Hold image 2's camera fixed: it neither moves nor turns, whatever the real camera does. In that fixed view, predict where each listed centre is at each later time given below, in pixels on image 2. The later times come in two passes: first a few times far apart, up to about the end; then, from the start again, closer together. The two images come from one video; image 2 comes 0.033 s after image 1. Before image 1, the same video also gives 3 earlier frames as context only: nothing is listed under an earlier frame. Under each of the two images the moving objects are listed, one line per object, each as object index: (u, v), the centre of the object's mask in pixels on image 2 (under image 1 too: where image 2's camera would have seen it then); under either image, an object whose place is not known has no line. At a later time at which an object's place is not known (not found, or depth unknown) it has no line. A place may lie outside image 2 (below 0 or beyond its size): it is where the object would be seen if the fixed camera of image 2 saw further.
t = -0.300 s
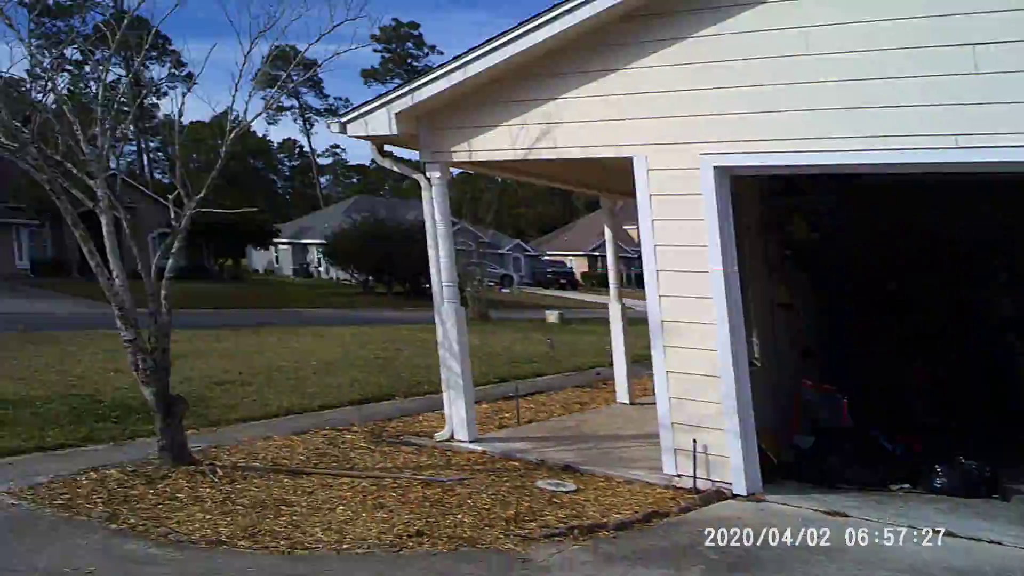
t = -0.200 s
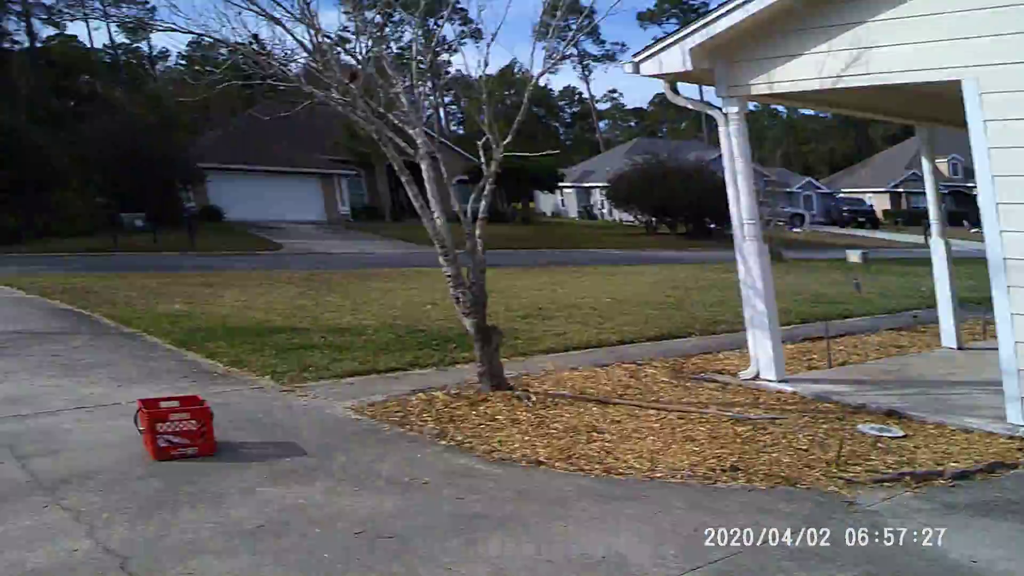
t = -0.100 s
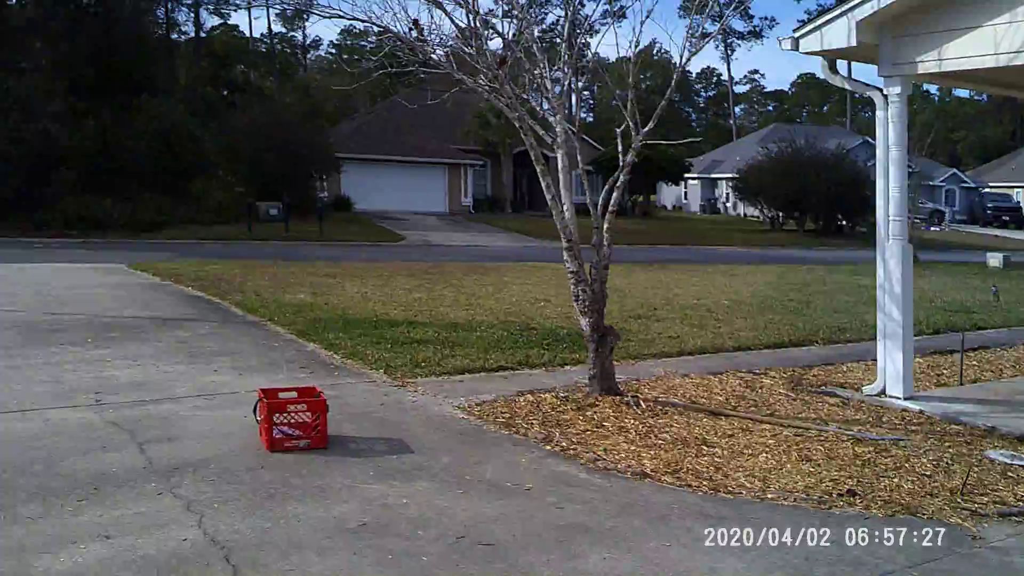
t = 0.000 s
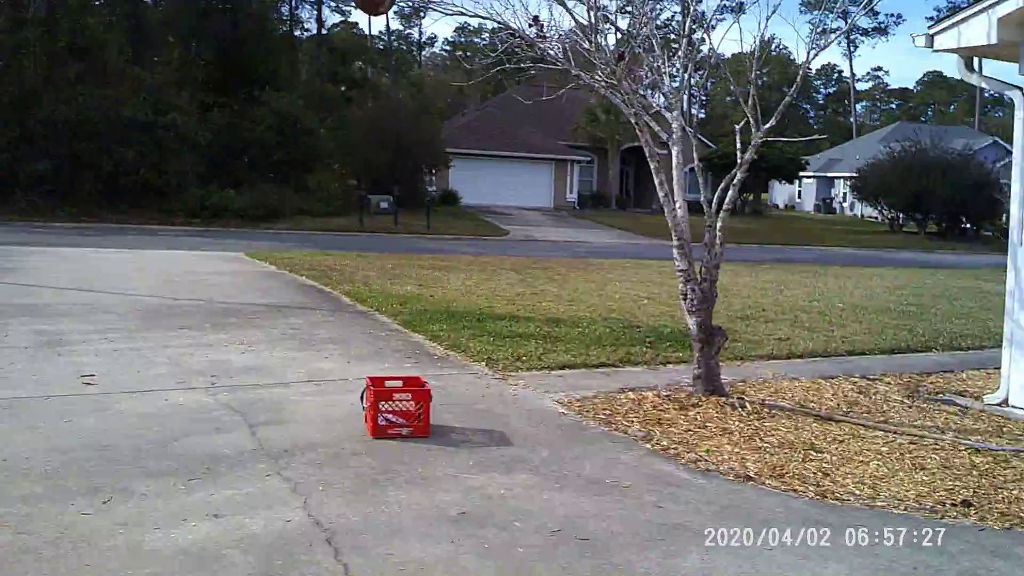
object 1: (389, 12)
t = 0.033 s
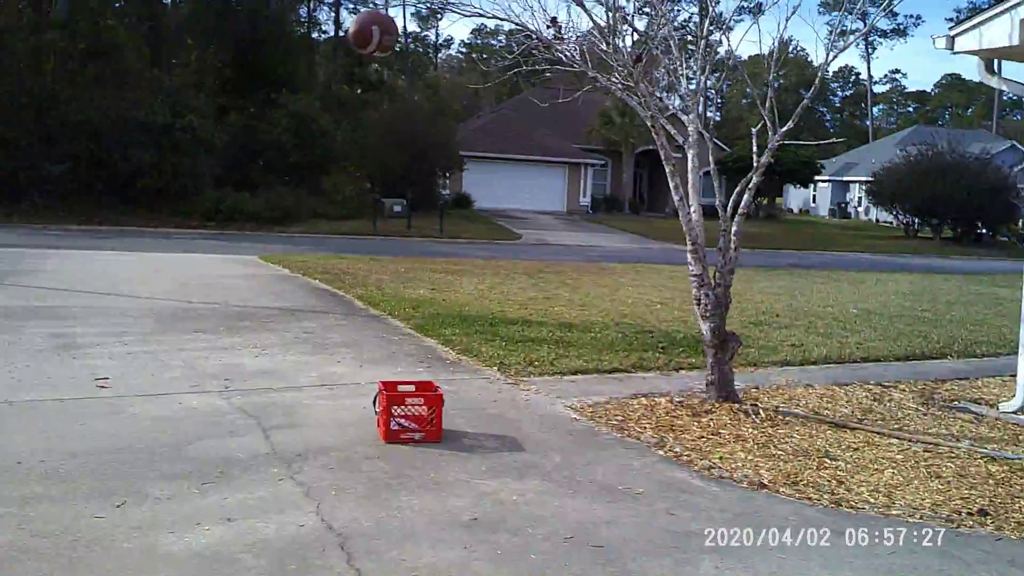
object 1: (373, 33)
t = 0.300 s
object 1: (280, 298)
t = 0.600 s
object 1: (269, 242)
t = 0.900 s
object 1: (280, 134)
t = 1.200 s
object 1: (286, 159)
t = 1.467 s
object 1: (291, 311)
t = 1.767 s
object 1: (272, 368)
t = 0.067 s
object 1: (352, 74)
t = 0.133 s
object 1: (326, 144)
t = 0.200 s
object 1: (308, 208)
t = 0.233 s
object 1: (299, 239)
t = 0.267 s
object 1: (289, 269)
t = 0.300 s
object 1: (280, 298)
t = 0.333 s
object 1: (273, 325)
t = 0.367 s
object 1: (266, 352)
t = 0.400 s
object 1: (261, 377)
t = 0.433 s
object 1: (262, 353)
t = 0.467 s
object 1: (263, 329)
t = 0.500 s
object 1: (264, 306)
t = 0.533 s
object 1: (264, 284)
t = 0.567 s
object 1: (268, 263)
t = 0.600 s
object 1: (269, 242)
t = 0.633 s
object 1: (271, 225)
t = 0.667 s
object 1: (271, 209)
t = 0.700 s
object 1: (271, 193)
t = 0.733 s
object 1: (272, 179)
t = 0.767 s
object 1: (274, 168)
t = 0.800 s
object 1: (276, 157)
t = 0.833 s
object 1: (277, 148)
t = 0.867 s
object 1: (278, 140)
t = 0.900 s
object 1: (280, 134)
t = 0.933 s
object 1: (280, 130)
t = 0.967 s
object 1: (281, 128)
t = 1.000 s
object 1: (281, 126)
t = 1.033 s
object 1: (282, 128)
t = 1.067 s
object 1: (282, 130)
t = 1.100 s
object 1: (282, 135)
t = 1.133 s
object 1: (283, 141)
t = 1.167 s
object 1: (285, 149)
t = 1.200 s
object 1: (286, 159)
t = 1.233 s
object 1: (287, 171)
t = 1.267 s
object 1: (286, 184)
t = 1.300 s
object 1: (286, 201)
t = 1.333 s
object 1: (288, 217)
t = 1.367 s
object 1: (290, 238)
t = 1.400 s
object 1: (290, 260)
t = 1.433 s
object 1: (291, 285)
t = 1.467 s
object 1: (291, 311)
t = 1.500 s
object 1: (292, 340)
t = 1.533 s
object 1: (293, 368)
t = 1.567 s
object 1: (294, 398)
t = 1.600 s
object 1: (290, 390)
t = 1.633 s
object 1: (288, 383)
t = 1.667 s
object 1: (284, 376)
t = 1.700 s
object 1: (281, 372)
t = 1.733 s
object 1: (277, 369)
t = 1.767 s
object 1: (272, 368)
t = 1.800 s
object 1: (268, 370)
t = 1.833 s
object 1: (264, 373)
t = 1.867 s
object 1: (259, 377)
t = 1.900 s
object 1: (254, 385)
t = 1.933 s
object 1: (249, 396)
